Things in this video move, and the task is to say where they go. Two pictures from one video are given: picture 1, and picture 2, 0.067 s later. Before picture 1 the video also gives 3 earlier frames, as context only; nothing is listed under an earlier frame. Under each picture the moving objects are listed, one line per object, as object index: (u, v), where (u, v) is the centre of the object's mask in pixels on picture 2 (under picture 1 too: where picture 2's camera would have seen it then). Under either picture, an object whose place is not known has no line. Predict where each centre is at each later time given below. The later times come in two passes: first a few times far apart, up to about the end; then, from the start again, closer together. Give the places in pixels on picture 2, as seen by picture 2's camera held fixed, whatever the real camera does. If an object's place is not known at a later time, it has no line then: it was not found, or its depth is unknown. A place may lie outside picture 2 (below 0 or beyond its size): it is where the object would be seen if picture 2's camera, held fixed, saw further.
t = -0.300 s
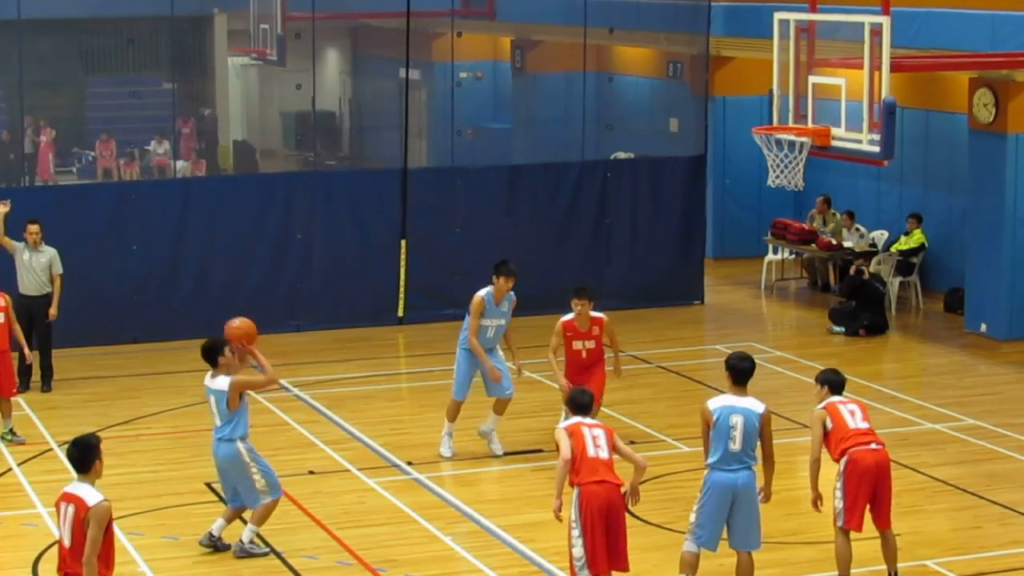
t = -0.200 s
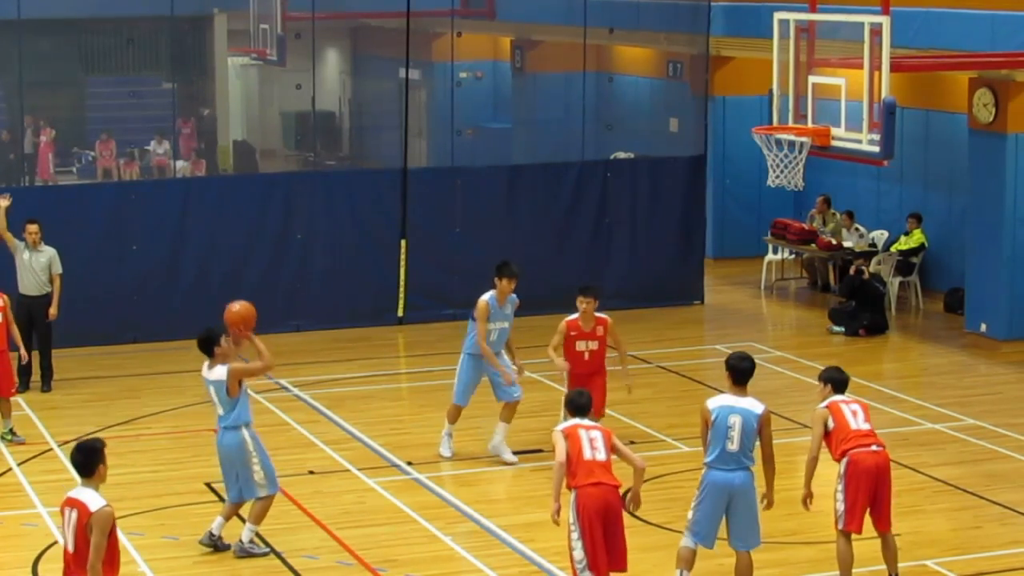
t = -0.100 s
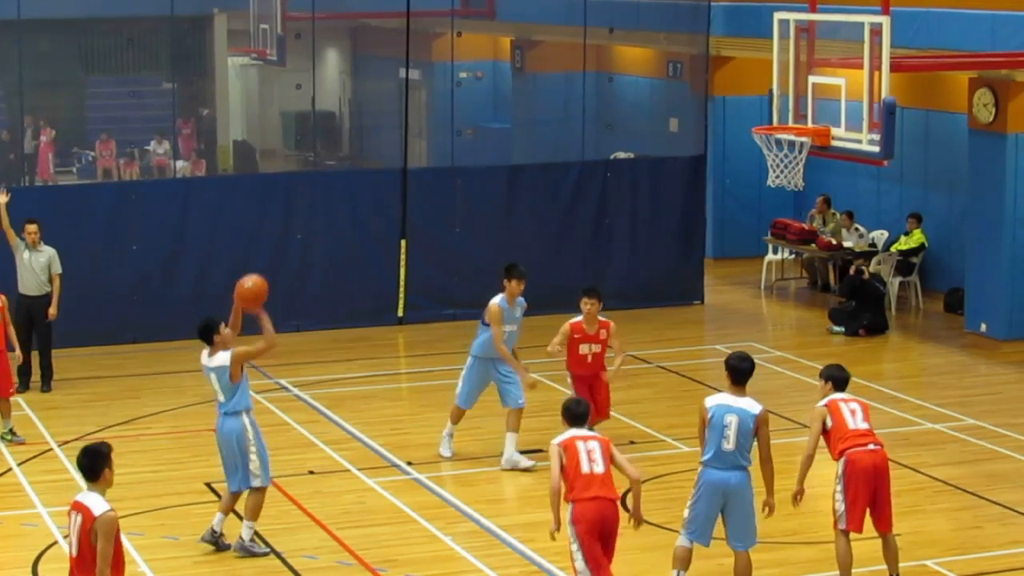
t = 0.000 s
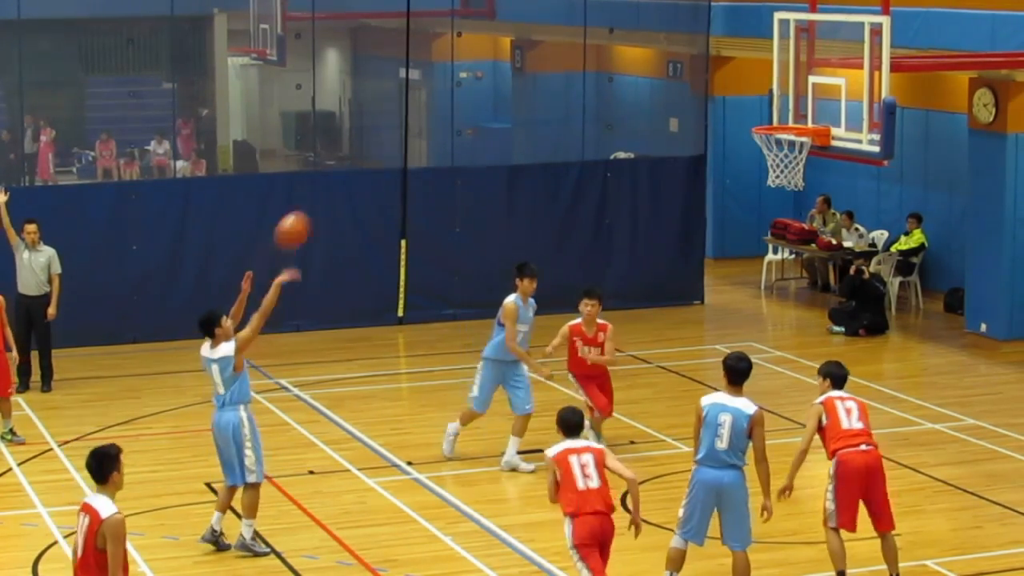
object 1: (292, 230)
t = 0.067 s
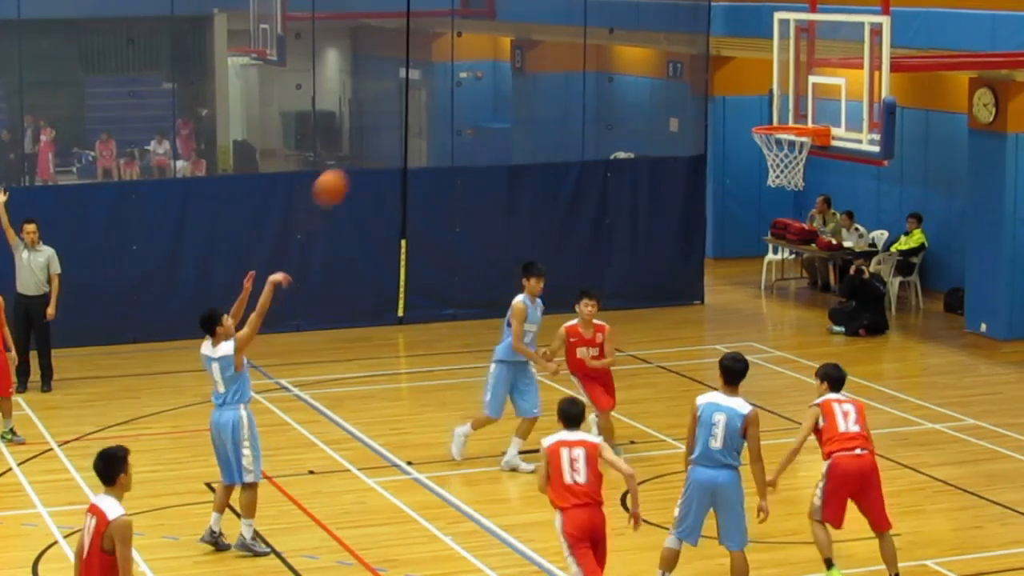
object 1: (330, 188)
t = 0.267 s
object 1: (443, 93)
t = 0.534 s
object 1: (586, 50)
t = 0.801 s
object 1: (721, 96)
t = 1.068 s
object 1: (767, 85)
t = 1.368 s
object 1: (791, 104)
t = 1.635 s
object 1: (812, 104)
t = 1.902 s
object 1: (819, 115)
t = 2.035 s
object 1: (815, 141)
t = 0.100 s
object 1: (350, 168)
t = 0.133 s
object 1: (369, 150)
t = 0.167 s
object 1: (387, 133)
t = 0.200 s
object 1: (405, 119)
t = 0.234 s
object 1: (424, 105)
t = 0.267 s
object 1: (443, 93)
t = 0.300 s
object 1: (462, 82)
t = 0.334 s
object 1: (479, 74)
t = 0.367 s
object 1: (497, 67)
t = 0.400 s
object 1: (515, 60)
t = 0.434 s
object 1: (532, 56)
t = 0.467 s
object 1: (549, 54)
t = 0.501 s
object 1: (567, 50)
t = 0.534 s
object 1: (586, 50)
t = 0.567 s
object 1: (602, 51)
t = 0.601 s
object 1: (618, 54)
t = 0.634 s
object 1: (638, 58)
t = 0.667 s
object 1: (655, 62)
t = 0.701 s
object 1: (673, 69)
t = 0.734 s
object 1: (688, 76)
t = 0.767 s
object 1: (705, 85)
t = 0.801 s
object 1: (721, 96)
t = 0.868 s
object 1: (751, 114)
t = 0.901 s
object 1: (753, 107)
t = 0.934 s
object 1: (756, 99)
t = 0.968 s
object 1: (758, 93)
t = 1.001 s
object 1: (762, 89)
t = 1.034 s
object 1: (765, 86)
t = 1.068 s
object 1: (767, 85)
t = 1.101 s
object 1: (769, 84)
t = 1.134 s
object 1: (772, 85)
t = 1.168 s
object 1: (774, 87)
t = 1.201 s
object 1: (777, 91)
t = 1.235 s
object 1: (780, 96)
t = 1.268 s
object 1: (781, 102)
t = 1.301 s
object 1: (786, 109)
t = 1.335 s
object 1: (788, 110)
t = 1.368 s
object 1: (791, 104)
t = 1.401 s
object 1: (793, 100)
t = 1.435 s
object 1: (796, 96)
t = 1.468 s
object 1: (799, 94)
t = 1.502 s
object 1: (801, 94)
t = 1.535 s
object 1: (805, 94)
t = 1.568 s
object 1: (807, 96)
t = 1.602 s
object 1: (810, 99)
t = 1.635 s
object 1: (812, 104)
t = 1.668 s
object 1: (816, 110)
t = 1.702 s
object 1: (819, 114)
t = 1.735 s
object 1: (824, 112)
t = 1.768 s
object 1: (825, 111)
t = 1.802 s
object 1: (824, 111)
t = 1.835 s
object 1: (822, 111)
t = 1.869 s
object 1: (821, 112)
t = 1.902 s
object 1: (819, 115)
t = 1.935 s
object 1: (818, 120)
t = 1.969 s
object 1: (816, 125)
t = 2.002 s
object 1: (816, 134)
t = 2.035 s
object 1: (815, 141)
